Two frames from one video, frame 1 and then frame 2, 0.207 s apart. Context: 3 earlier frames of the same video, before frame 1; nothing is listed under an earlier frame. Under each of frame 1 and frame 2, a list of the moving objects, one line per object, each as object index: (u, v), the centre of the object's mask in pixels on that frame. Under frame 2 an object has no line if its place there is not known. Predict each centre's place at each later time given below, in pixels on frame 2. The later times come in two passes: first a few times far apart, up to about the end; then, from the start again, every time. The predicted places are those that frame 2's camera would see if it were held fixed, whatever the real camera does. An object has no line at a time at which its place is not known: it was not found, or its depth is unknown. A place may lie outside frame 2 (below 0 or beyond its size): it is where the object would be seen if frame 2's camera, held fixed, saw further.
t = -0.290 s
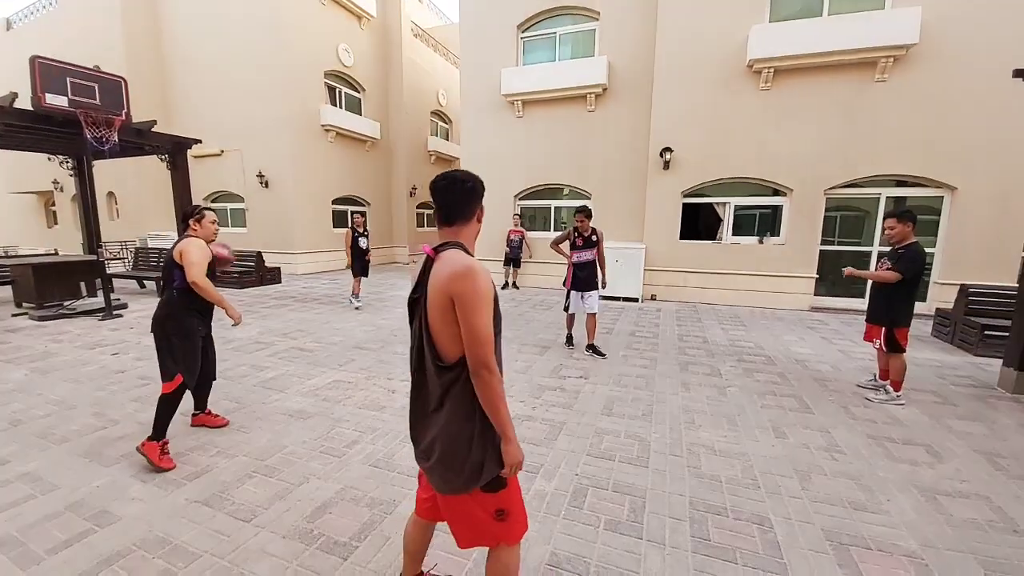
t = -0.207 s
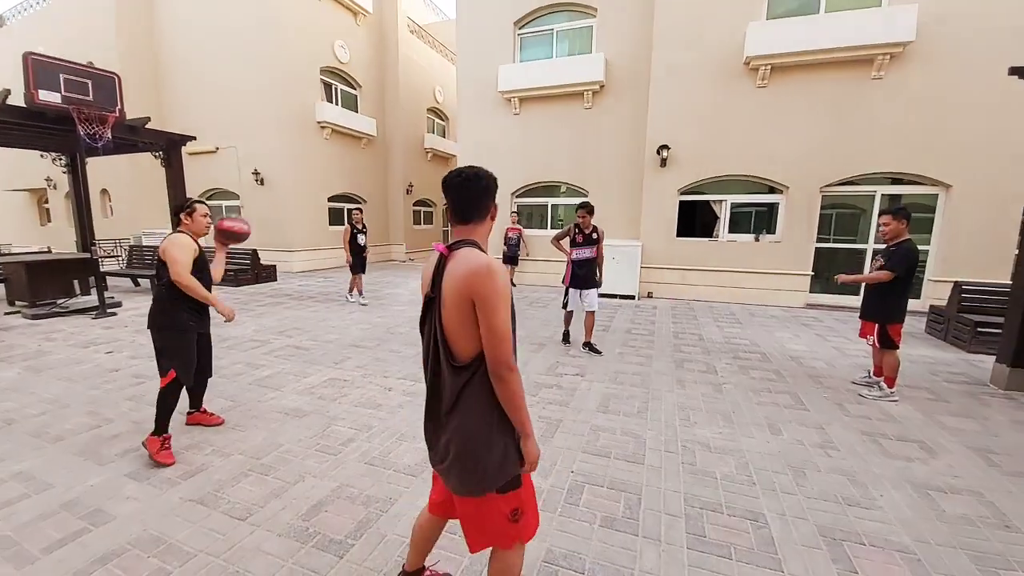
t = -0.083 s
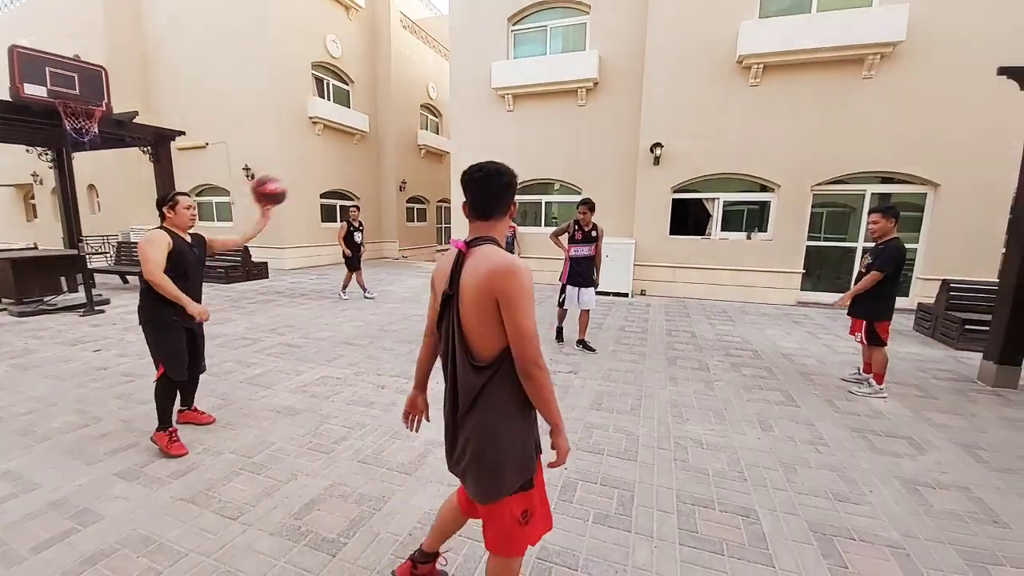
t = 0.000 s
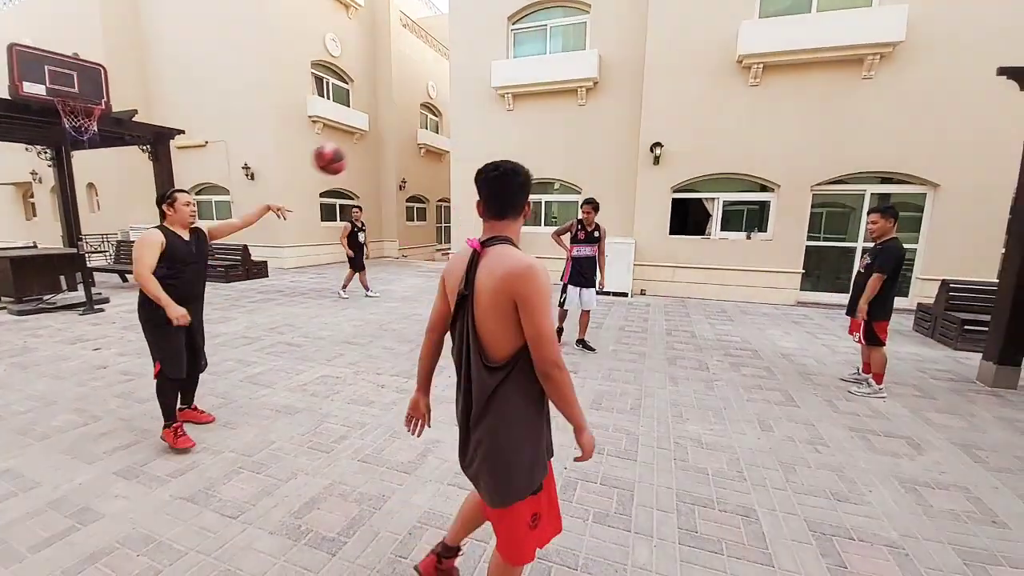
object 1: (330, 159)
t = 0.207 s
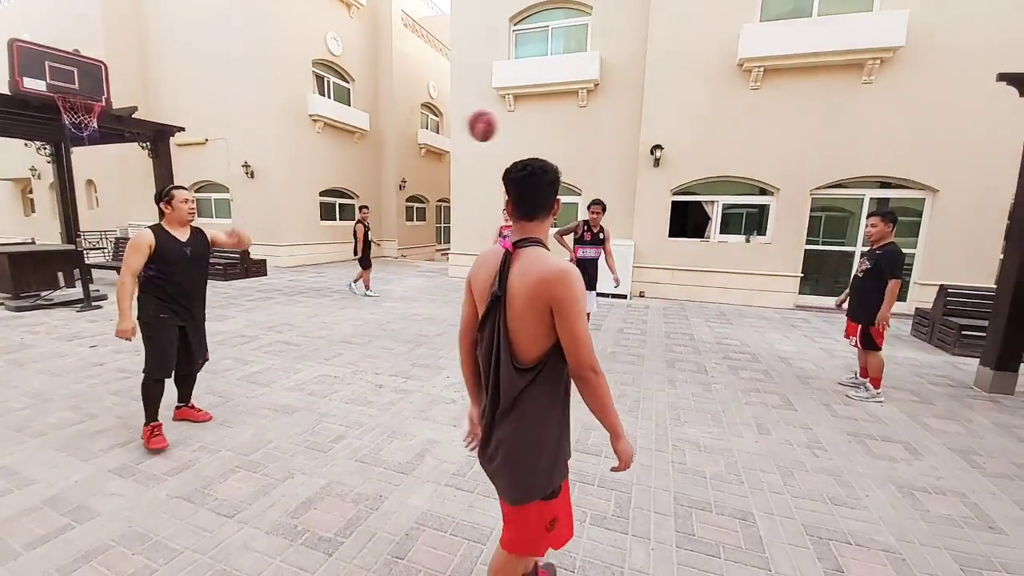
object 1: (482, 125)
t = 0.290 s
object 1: (539, 129)
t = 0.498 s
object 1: (673, 172)
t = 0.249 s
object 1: (511, 127)
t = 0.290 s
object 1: (539, 129)
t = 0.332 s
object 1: (566, 133)
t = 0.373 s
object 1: (594, 140)
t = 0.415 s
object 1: (622, 150)
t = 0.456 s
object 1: (649, 159)
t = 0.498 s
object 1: (673, 172)
